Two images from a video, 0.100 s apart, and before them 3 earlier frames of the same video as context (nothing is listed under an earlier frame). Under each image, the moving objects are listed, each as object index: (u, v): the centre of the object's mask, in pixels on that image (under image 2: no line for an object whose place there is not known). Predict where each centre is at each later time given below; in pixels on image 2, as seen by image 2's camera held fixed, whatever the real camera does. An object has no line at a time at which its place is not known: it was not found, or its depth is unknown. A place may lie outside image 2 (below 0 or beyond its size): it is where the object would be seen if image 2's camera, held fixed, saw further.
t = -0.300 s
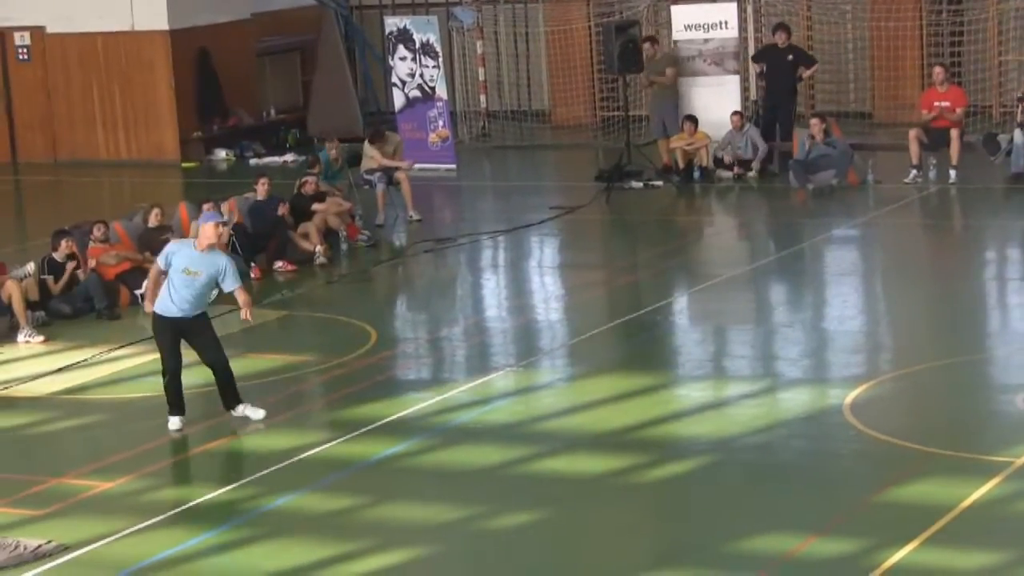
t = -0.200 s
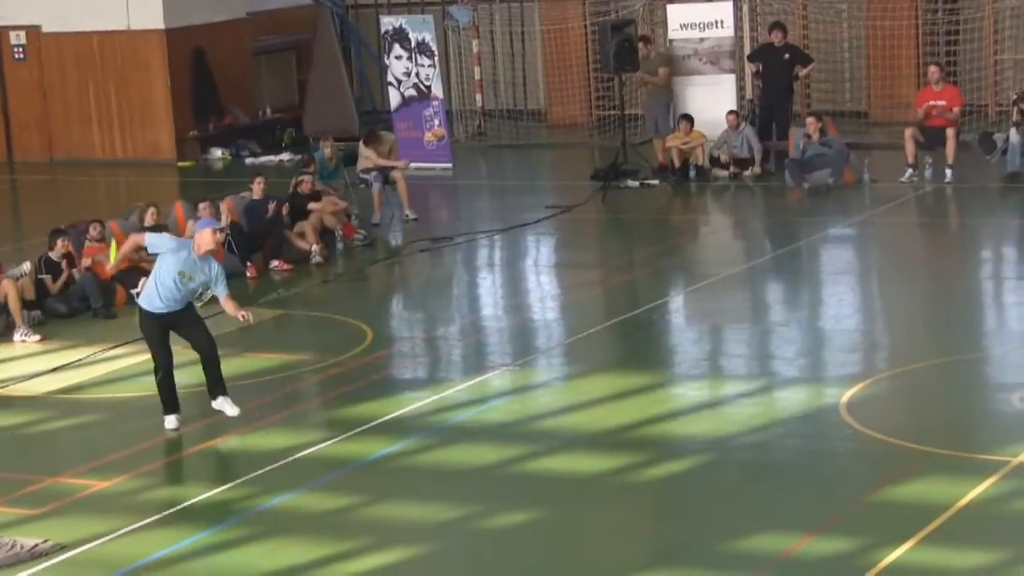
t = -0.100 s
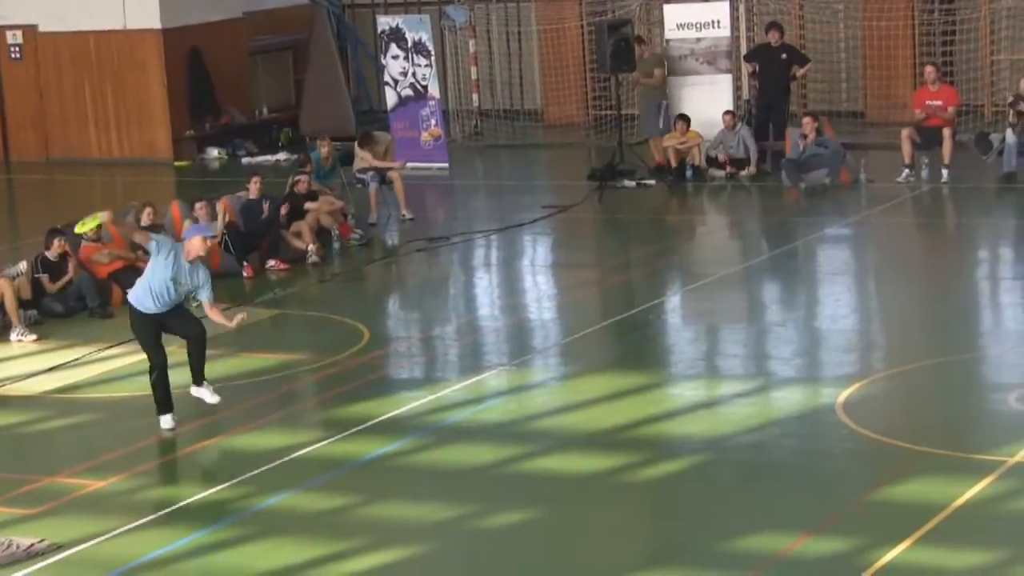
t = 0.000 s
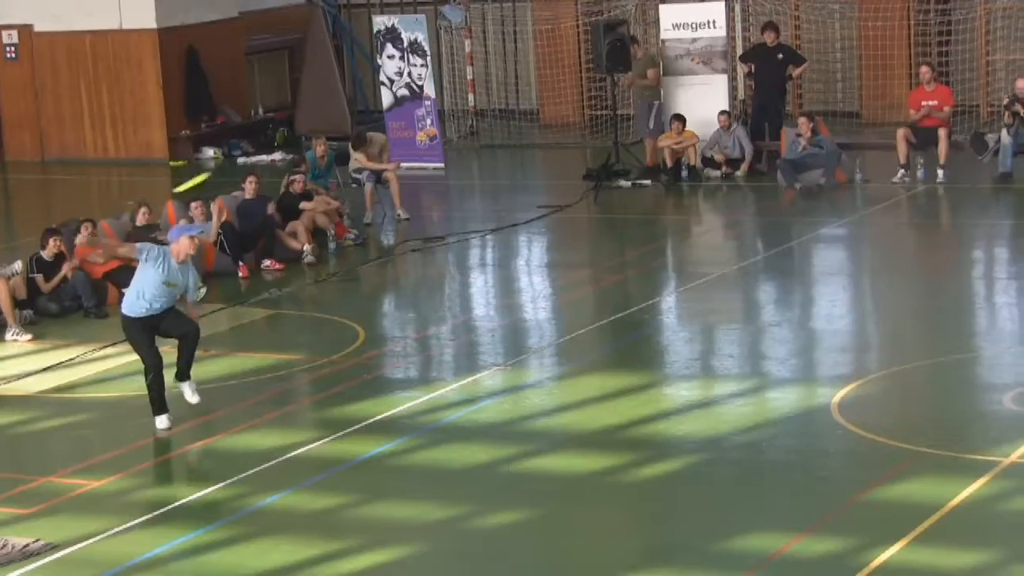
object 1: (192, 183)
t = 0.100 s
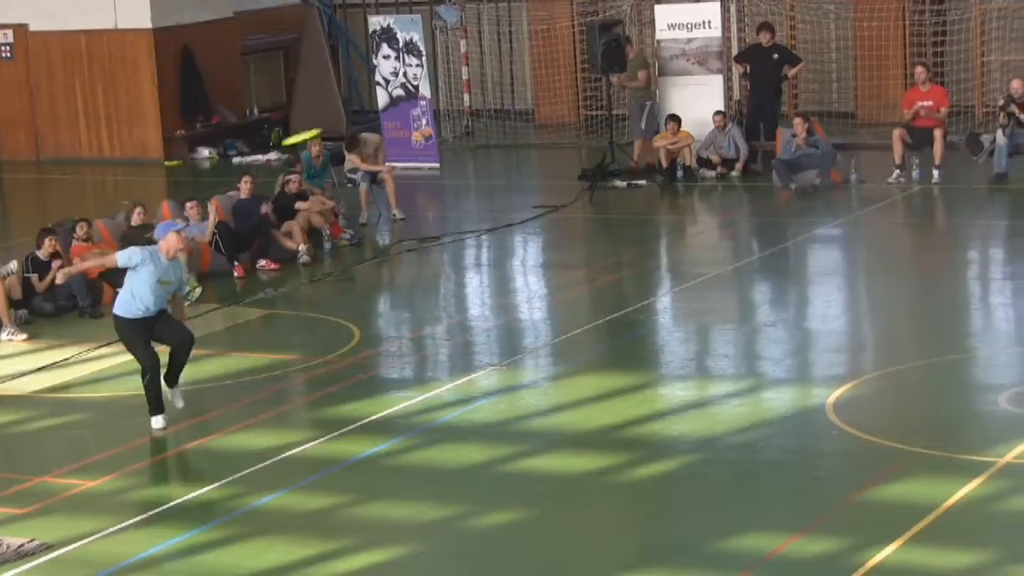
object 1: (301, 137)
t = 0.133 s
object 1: (338, 123)
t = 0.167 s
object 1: (375, 111)
